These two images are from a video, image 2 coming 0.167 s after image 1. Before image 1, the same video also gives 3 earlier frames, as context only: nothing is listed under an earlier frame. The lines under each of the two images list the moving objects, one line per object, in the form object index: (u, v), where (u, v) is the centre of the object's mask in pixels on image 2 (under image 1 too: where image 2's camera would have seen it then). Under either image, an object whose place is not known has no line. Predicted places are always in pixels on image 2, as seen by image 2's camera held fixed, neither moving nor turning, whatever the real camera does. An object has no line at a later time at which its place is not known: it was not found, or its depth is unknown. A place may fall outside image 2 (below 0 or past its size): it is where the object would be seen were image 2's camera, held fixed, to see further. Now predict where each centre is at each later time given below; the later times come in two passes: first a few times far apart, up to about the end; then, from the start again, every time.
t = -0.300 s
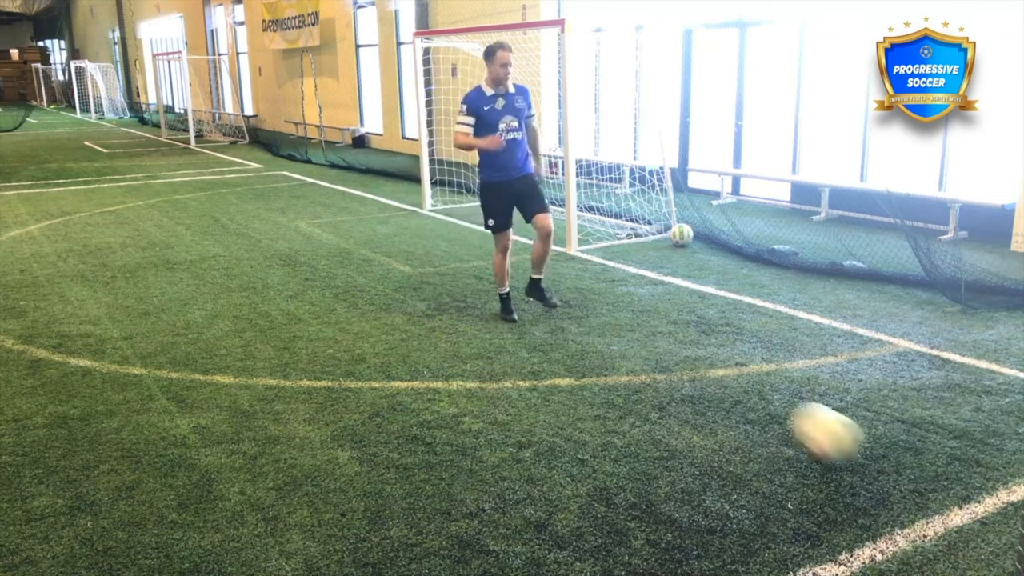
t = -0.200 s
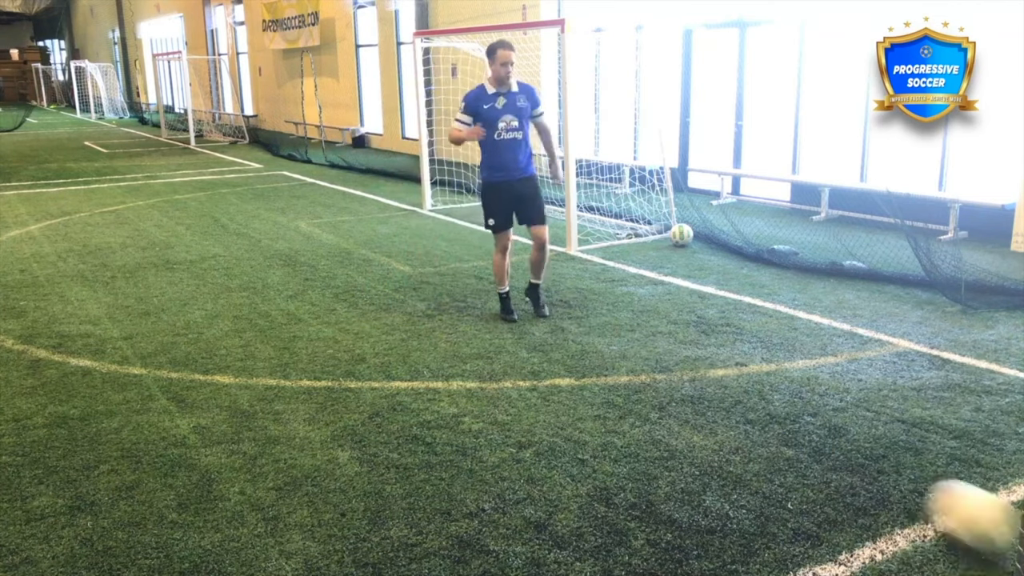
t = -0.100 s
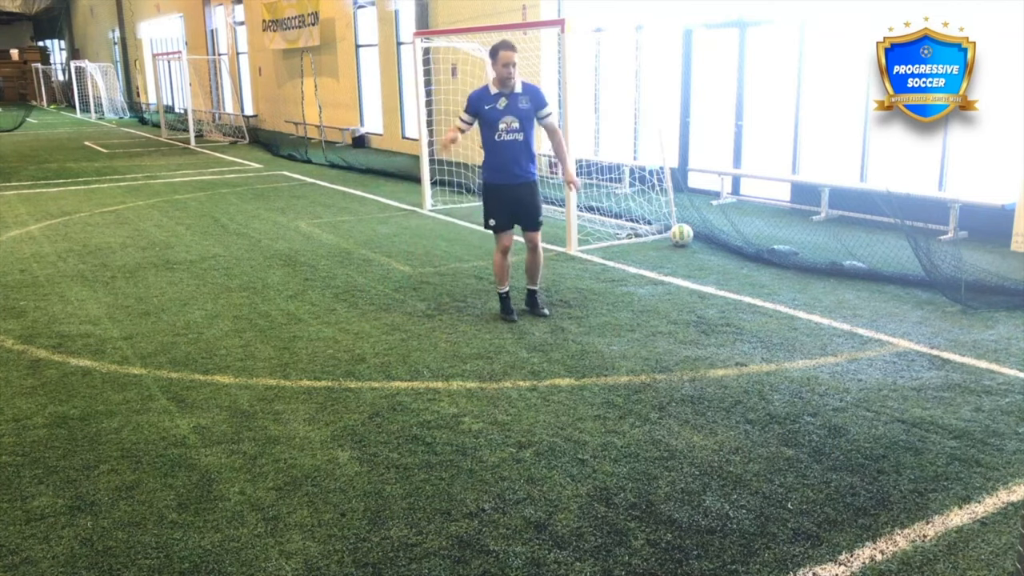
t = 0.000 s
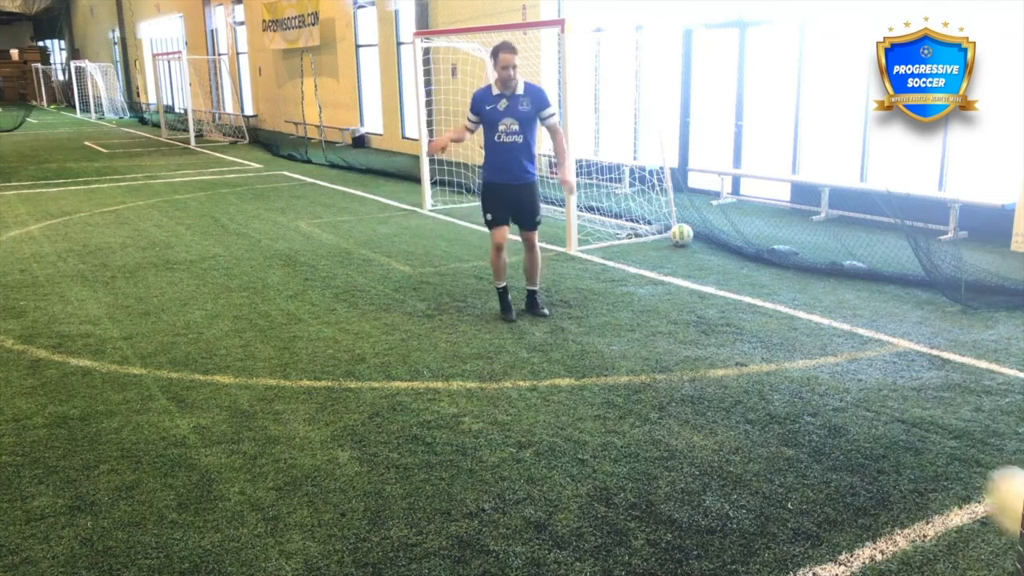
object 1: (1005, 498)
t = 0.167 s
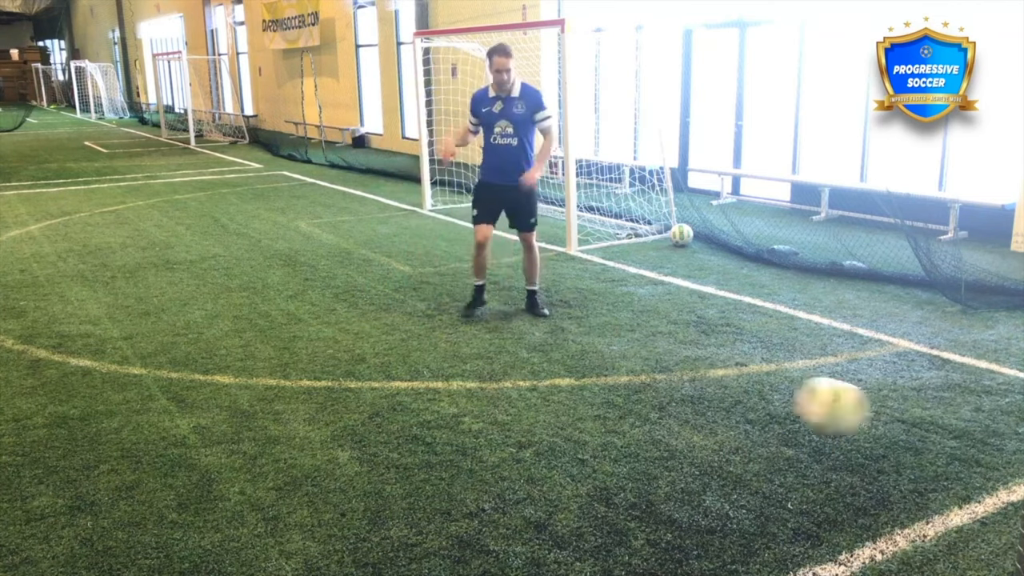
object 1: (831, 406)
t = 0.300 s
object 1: (714, 388)
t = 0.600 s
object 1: (605, 352)
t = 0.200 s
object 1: (799, 397)
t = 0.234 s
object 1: (769, 391)
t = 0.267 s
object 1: (740, 388)
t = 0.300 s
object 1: (714, 388)
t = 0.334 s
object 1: (689, 389)
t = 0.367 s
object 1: (664, 393)
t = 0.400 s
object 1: (642, 400)
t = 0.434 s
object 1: (631, 396)
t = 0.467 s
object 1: (626, 380)
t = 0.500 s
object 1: (620, 370)
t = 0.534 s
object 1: (615, 362)
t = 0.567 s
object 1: (610, 356)
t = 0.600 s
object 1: (605, 352)
